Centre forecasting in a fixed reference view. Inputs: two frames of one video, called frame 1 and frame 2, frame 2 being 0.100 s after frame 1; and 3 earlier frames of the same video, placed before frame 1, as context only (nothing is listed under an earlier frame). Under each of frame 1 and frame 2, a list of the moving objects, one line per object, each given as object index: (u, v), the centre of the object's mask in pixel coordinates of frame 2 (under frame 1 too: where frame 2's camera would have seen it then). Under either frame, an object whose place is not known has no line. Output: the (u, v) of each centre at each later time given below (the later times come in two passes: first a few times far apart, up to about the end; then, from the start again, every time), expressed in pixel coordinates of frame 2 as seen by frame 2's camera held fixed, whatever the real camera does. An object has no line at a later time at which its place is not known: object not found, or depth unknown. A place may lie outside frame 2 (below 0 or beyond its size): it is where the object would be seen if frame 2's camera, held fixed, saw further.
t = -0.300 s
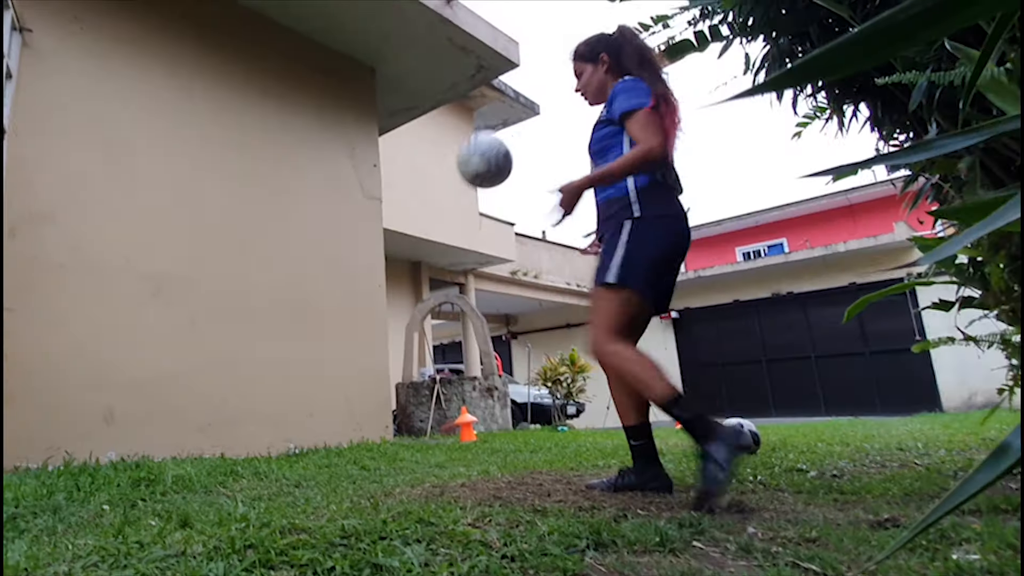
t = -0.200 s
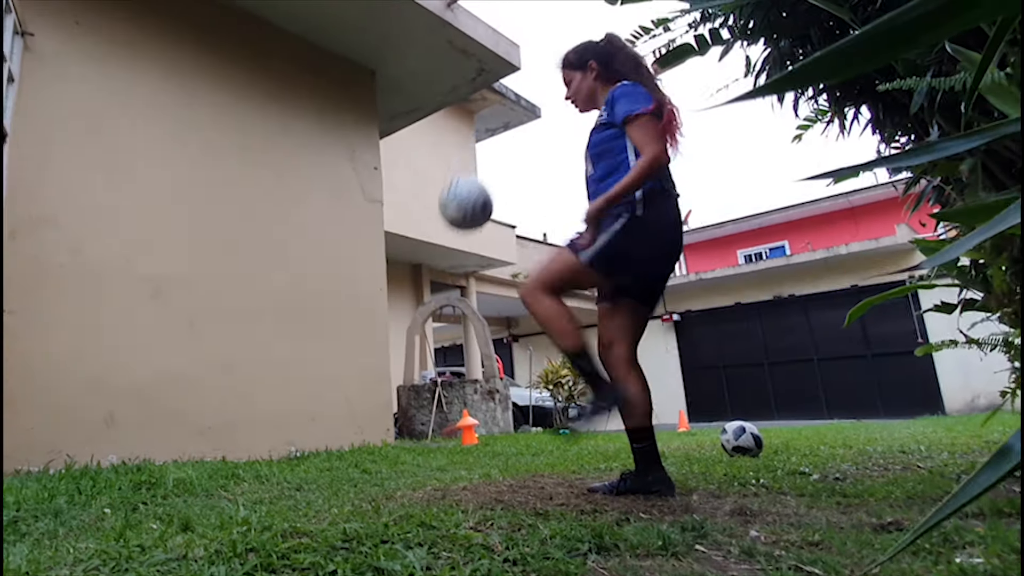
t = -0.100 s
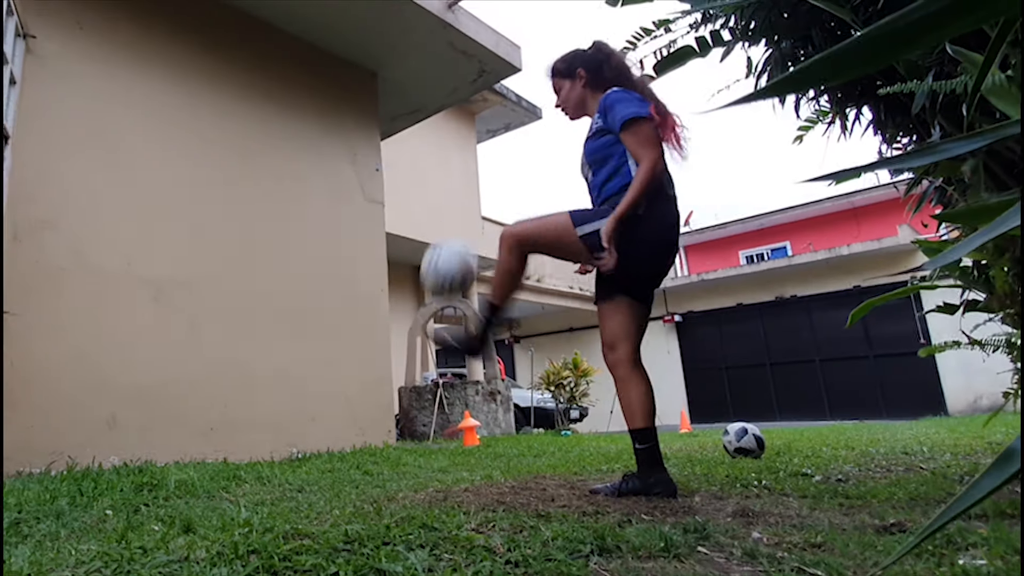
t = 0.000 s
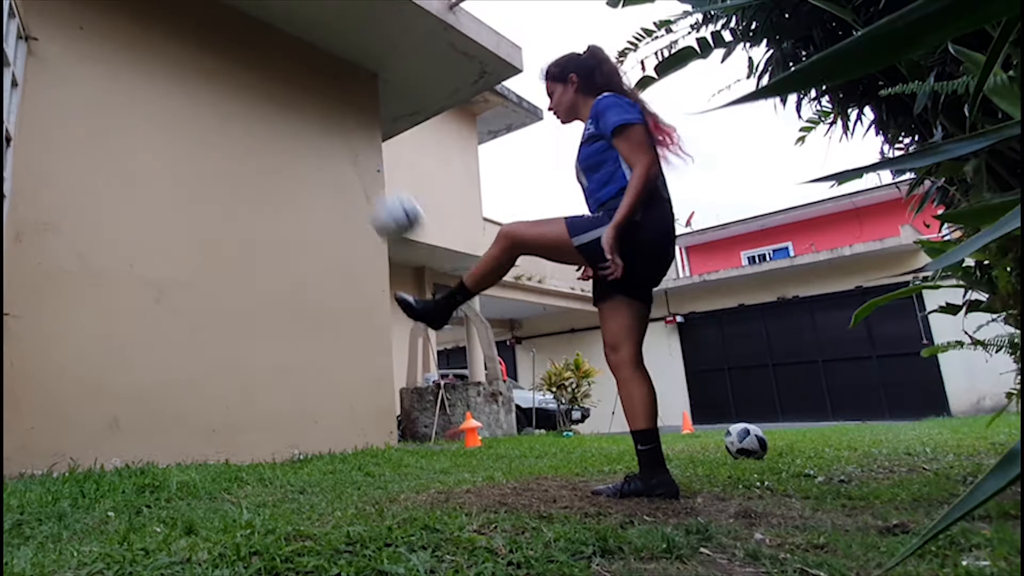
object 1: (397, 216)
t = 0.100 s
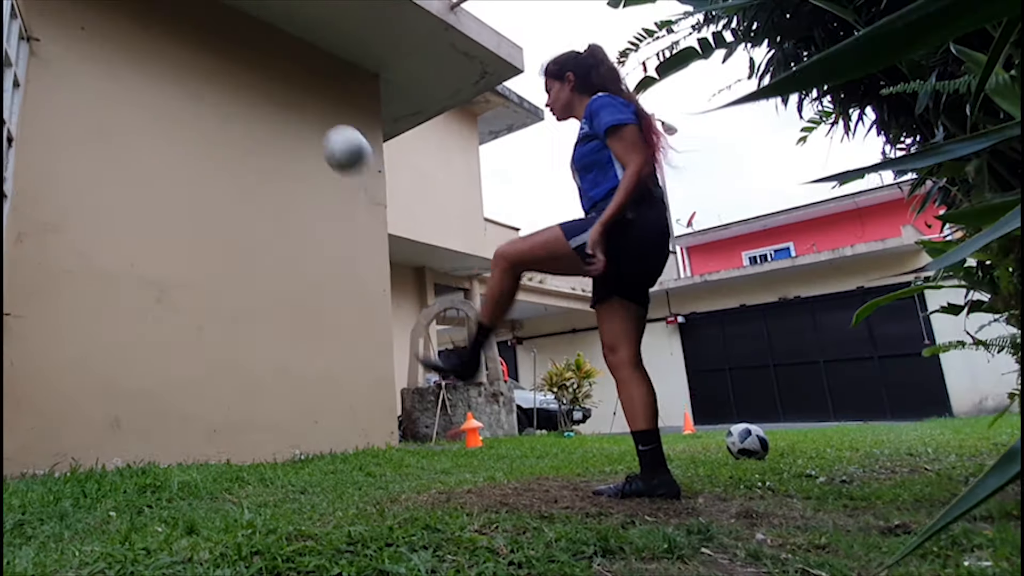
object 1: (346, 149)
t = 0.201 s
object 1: (306, 112)
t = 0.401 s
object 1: (247, 94)
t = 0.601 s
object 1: (295, 54)
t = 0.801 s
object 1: (357, 77)
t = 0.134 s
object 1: (332, 134)
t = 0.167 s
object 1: (318, 122)
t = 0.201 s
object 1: (306, 112)
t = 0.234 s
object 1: (293, 105)
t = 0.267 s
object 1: (282, 100)
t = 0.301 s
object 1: (272, 97)
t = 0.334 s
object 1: (261, 95)
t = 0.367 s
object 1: (253, 91)
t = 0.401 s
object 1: (247, 94)
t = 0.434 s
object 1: (255, 81)
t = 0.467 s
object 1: (263, 72)
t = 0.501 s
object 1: (270, 66)
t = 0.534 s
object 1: (278, 60)
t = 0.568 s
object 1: (286, 56)
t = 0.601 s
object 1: (295, 54)
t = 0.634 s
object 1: (304, 52)
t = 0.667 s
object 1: (314, 53)
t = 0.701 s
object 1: (324, 55)
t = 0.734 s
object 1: (334, 60)
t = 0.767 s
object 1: (346, 67)
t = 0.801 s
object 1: (357, 77)
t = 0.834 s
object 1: (370, 87)
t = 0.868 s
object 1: (383, 100)
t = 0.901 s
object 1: (396, 117)
